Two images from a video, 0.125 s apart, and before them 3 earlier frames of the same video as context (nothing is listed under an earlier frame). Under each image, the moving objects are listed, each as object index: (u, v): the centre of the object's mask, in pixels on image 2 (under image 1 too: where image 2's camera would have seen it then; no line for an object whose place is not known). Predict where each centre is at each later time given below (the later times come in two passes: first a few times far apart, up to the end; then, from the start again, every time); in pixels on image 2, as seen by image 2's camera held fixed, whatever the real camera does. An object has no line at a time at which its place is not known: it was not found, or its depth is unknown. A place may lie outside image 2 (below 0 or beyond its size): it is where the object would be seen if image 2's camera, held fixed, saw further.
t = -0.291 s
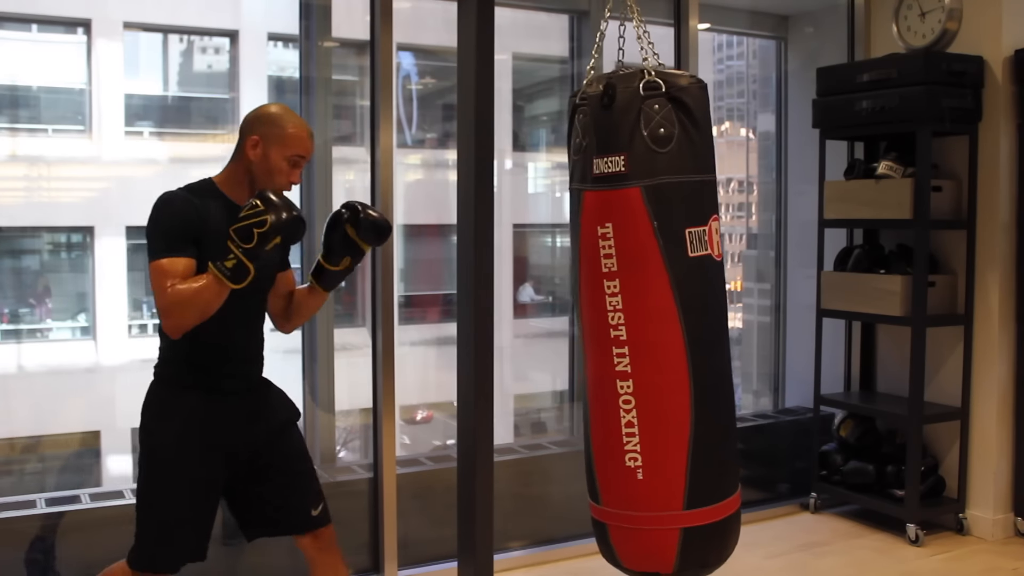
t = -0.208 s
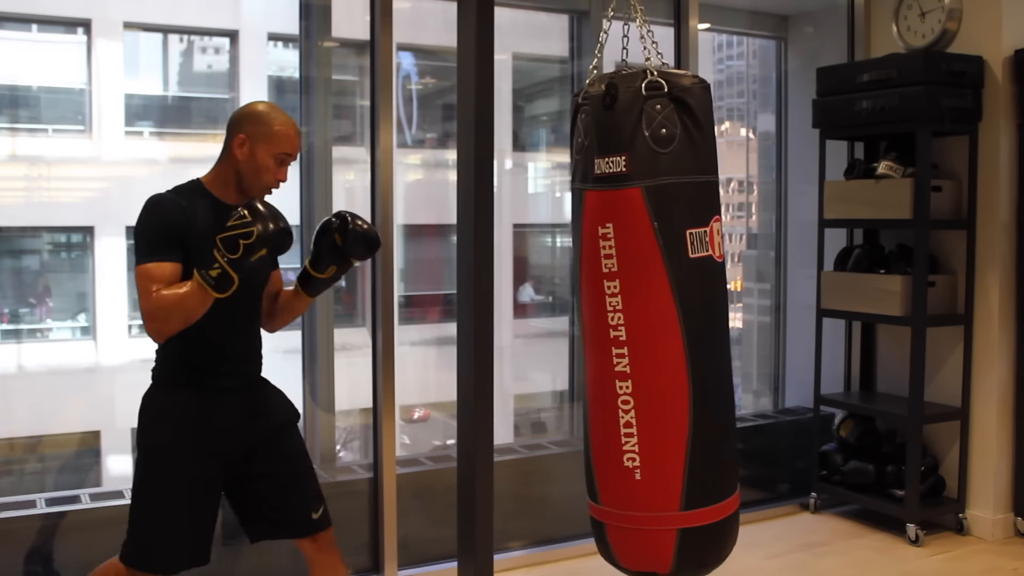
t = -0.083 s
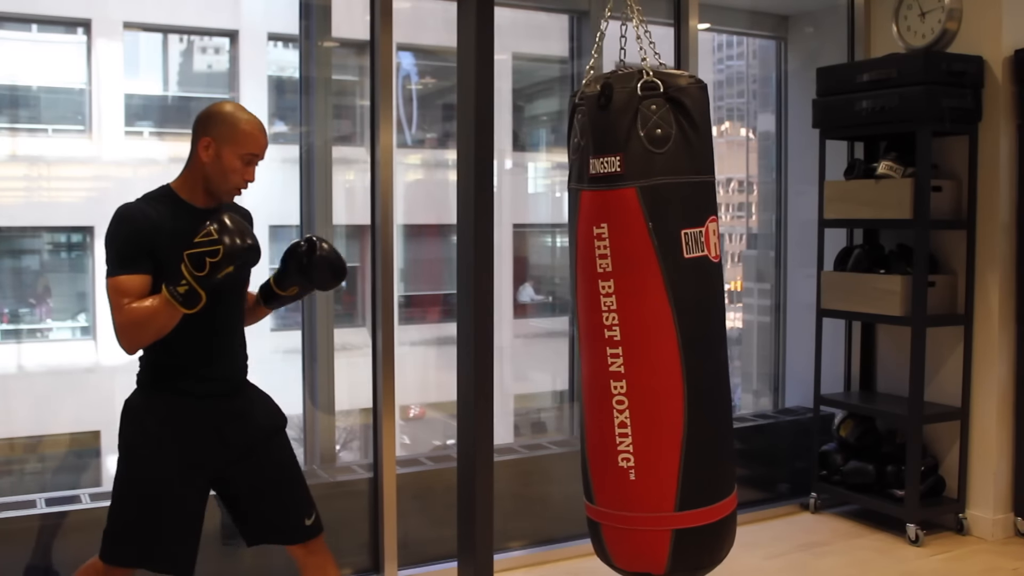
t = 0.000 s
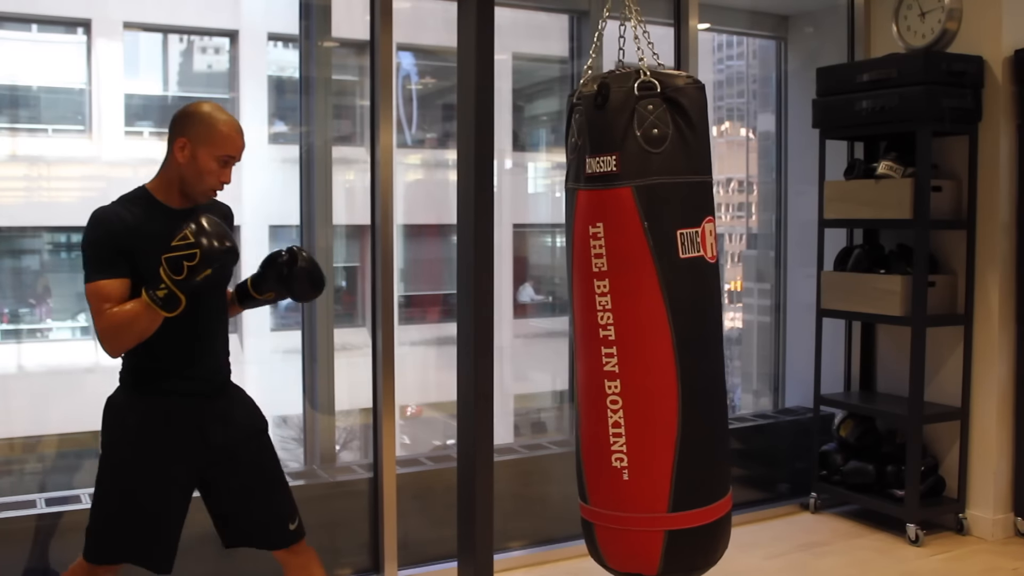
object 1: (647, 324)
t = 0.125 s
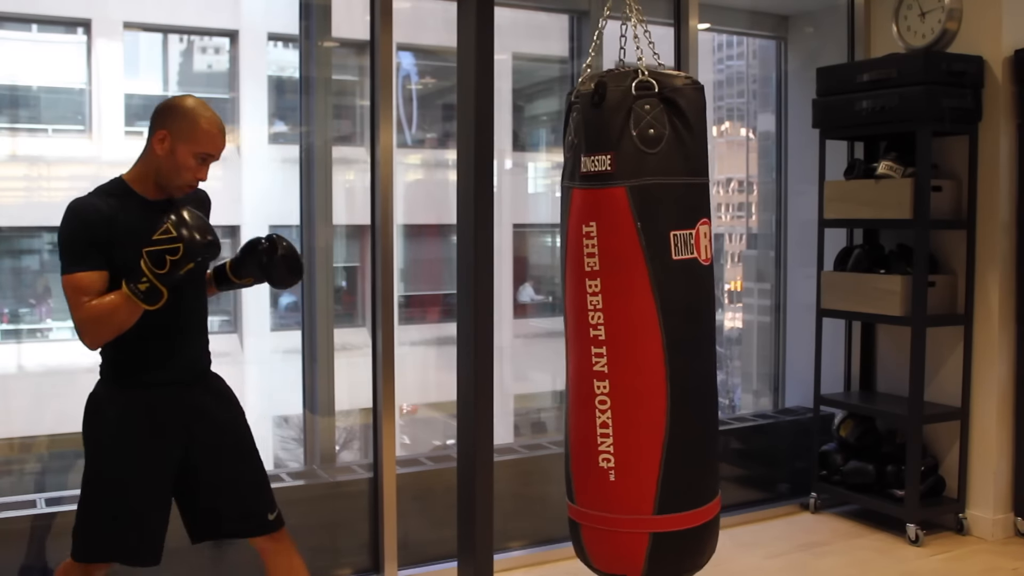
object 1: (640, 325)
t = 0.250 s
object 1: (629, 327)
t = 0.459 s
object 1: (612, 327)
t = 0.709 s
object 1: (595, 328)
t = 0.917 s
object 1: (590, 327)
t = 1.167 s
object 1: (597, 328)
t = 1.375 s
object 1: (612, 328)
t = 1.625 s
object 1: (633, 327)
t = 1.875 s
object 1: (649, 327)
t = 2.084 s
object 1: (654, 326)
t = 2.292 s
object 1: (649, 326)
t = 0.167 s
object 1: (636, 325)
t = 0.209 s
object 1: (633, 326)
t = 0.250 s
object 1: (629, 327)
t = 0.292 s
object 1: (626, 327)
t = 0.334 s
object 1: (623, 326)
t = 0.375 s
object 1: (619, 327)
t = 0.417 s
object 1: (616, 326)
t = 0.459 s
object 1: (612, 327)
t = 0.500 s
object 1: (608, 327)
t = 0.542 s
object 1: (605, 328)
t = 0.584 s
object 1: (602, 328)
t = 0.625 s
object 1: (600, 328)
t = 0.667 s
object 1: (597, 327)
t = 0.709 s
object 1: (595, 328)
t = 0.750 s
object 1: (593, 328)
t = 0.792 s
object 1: (591, 328)
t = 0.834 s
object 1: (590, 327)
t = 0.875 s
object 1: (589, 327)
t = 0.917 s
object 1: (590, 327)
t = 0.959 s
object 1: (590, 328)
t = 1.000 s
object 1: (590, 328)
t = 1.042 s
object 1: (591, 327)
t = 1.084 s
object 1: (592, 327)
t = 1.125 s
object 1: (595, 328)
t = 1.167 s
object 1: (597, 328)
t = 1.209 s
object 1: (600, 328)
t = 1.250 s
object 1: (602, 328)
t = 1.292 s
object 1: (605, 328)
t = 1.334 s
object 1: (608, 328)
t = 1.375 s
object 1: (612, 328)
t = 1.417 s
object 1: (616, 328)
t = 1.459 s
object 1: (619, 328)
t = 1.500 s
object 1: (623, 327)
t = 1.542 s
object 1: (626, 327)
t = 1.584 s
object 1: (629, 328)
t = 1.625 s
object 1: (633, 327)
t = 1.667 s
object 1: (636, 327)
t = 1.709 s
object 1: (640, 327)
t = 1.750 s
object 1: (642, 326)
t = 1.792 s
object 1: (645, 327)
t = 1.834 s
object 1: (647, 327)
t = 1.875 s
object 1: (649, 327)
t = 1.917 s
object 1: (651, 326)
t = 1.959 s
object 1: (652, 326)
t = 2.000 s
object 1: (653, 326)
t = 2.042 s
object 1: (654, 326)
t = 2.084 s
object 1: (654, 326)
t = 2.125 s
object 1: (653, 326)
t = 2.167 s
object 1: (653, 326)
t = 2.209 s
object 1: (652, 327)
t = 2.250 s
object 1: (651, 326)
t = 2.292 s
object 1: (649, 326)
